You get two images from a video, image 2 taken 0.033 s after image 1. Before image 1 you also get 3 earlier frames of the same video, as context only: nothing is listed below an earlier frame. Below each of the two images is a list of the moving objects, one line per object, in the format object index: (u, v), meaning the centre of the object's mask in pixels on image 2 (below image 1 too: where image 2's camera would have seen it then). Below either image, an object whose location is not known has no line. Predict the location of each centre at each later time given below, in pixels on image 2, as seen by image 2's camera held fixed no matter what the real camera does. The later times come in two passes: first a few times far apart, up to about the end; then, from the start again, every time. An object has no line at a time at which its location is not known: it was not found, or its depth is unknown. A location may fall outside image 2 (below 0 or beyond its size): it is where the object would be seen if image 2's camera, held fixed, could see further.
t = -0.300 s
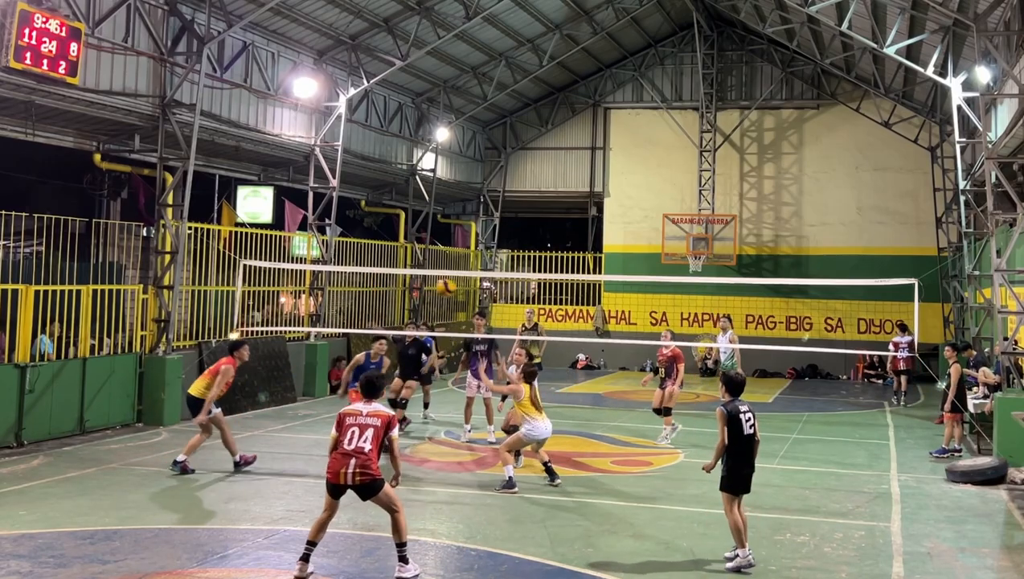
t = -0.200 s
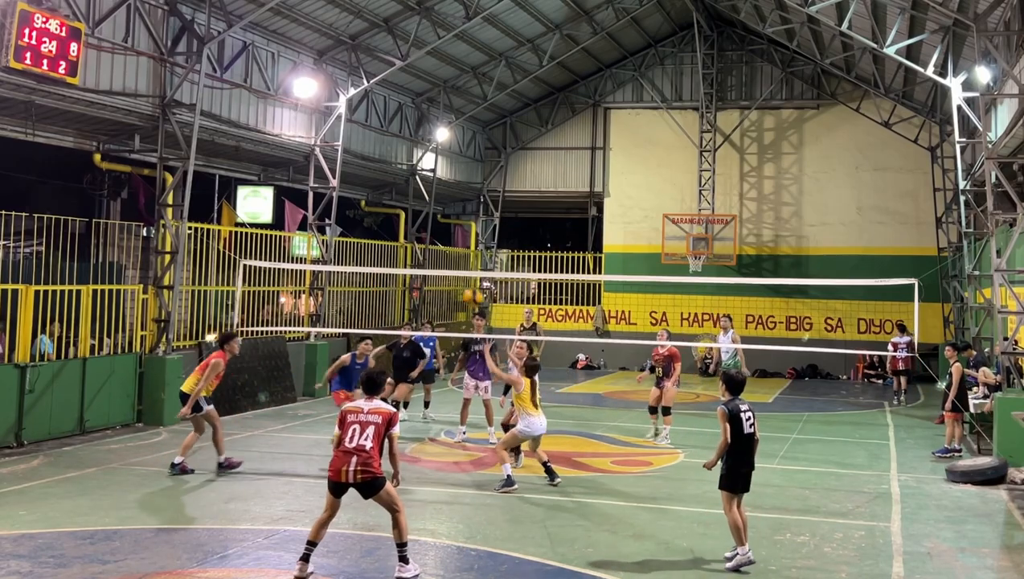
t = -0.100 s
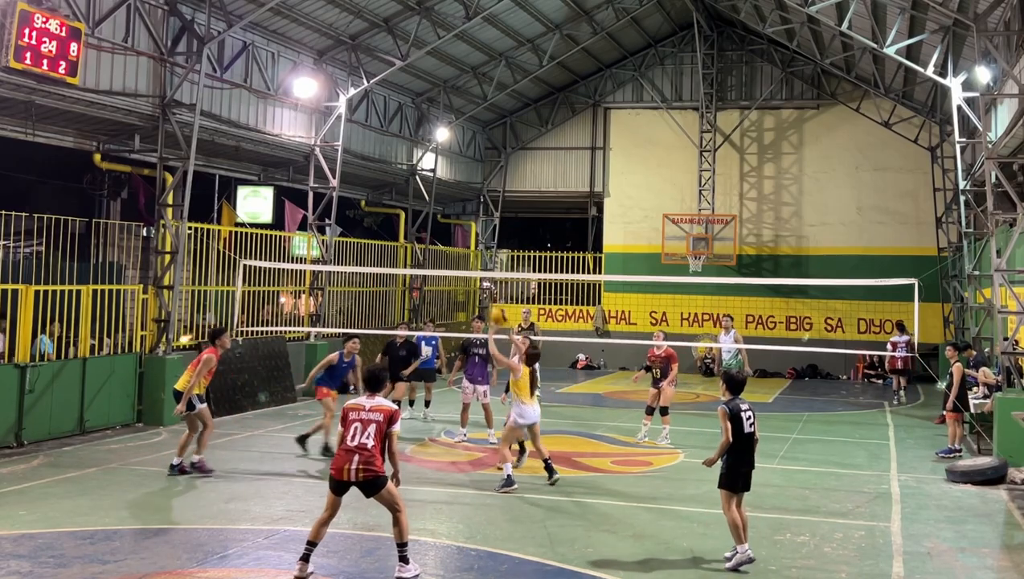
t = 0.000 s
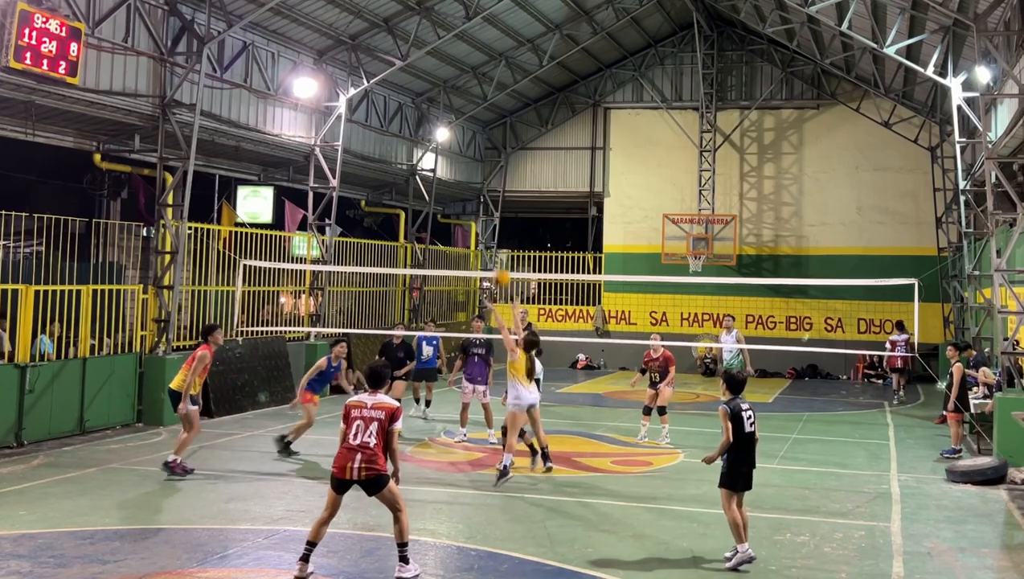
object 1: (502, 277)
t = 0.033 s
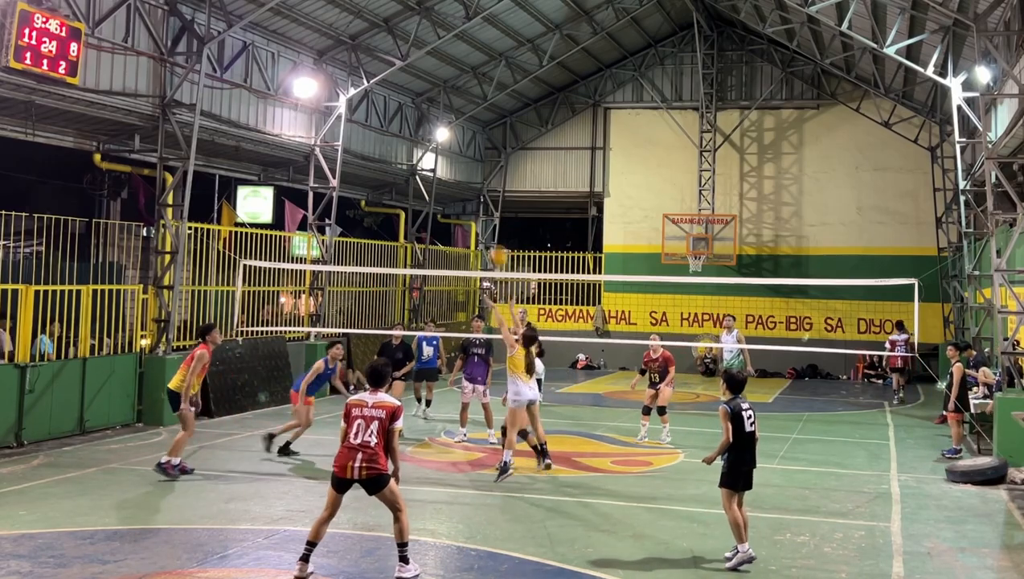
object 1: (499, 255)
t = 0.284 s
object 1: (477, 141)
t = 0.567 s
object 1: (452, 80)
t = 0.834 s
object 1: (430, 82)
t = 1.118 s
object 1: (408, 139)
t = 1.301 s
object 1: (392, 205)
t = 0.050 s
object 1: (497, 246)
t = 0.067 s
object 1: (496, 237)
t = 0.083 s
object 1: (494, 228)
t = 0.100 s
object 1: (493, 219)
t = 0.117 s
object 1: (491, 210)
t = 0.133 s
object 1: (490, 202)
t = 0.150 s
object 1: (488, 194)
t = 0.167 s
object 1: (487, 186)
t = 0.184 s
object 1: (485, 178)
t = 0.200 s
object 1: (484, 172)
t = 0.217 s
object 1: (482, 165)
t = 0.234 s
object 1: (481, 159)
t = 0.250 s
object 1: (479, 152)
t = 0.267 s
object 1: (478, 146)
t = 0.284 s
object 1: (477, 141)
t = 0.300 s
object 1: (475, 135)
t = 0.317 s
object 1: (473, 130)
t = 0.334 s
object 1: (472, 125)
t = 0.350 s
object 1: (471, 120)
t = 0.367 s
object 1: (469, 115)
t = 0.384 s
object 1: (468, 111)
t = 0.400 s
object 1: (466, 107)
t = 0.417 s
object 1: (464, 103)
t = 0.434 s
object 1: (463, 100)
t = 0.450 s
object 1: (462, 97)
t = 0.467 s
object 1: (460, 93)
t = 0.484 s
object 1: (459, 91)
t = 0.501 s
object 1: (458, 88)
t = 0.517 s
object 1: (456, 85)
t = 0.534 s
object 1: (455, 83)
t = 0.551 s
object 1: (453, 82)
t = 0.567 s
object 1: (452, 80)
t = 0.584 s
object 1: (450, 79)
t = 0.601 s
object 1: (449, 78)
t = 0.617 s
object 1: (448, 76)
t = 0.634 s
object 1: (446, 75)
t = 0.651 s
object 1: (445, 74)
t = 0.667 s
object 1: (444, 74)
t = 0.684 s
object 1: (442, 74)
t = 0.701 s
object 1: (441, 74)
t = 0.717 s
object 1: (440, 74)
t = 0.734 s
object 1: (439, 75)
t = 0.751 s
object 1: (437, 75)
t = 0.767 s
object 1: (436, 76)
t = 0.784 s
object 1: (435, 77)
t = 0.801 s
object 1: (433, 79)
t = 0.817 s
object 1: (432, 80)
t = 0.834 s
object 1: (430, 82)
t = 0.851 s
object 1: (429, 83)
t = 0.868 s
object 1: (427, 86)
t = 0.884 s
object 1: (427, 88)
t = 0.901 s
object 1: (425, 90)
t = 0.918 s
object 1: (424, 93)
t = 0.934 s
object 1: (422, 95)
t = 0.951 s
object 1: (421, 99)
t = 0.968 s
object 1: (420, 102)
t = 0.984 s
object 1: (418, 106)
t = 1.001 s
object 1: (416, 109)
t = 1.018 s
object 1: (415, 113)
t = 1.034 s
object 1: (414, 117)
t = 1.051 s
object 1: (413, 121)
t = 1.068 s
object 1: (412, 125)
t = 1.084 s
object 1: (410, 130)
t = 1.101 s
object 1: (409, 134)
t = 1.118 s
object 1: (408, 139)
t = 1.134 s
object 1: (407, 145)
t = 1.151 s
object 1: (405, 150)
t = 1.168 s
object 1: (403, 156)
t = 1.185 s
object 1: (402, 161)
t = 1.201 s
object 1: (401, 167)
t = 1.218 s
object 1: (400, 173)
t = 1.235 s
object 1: (398, 179)
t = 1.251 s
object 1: (397, 185)
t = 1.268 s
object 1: (396, 192)
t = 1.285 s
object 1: (394, 198)
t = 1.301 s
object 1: (392, 205)
